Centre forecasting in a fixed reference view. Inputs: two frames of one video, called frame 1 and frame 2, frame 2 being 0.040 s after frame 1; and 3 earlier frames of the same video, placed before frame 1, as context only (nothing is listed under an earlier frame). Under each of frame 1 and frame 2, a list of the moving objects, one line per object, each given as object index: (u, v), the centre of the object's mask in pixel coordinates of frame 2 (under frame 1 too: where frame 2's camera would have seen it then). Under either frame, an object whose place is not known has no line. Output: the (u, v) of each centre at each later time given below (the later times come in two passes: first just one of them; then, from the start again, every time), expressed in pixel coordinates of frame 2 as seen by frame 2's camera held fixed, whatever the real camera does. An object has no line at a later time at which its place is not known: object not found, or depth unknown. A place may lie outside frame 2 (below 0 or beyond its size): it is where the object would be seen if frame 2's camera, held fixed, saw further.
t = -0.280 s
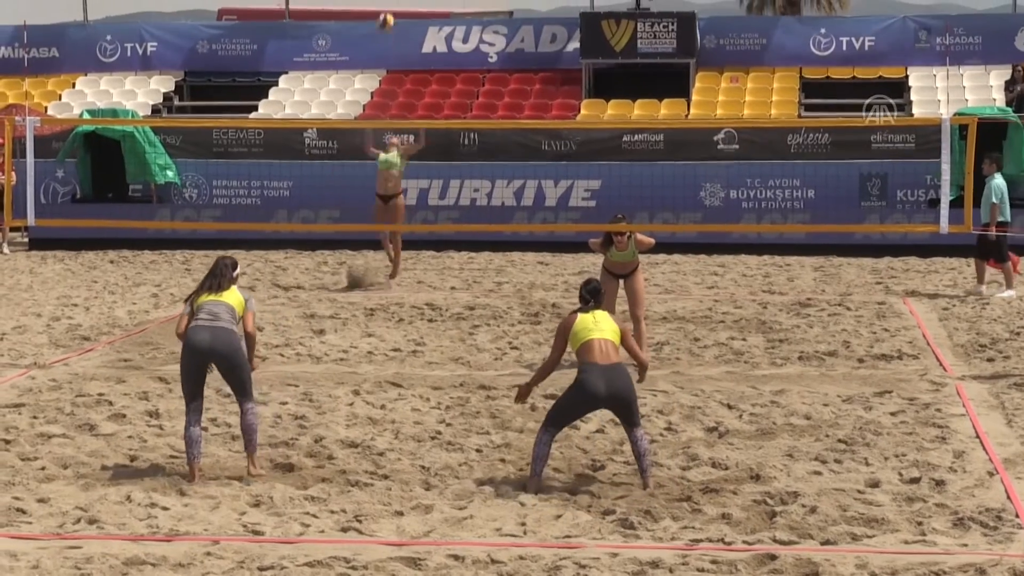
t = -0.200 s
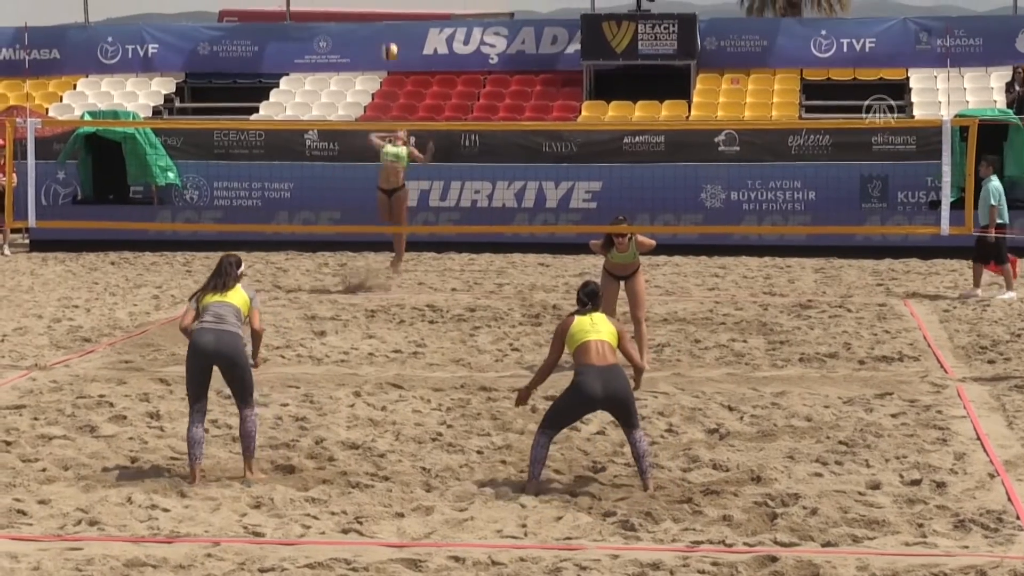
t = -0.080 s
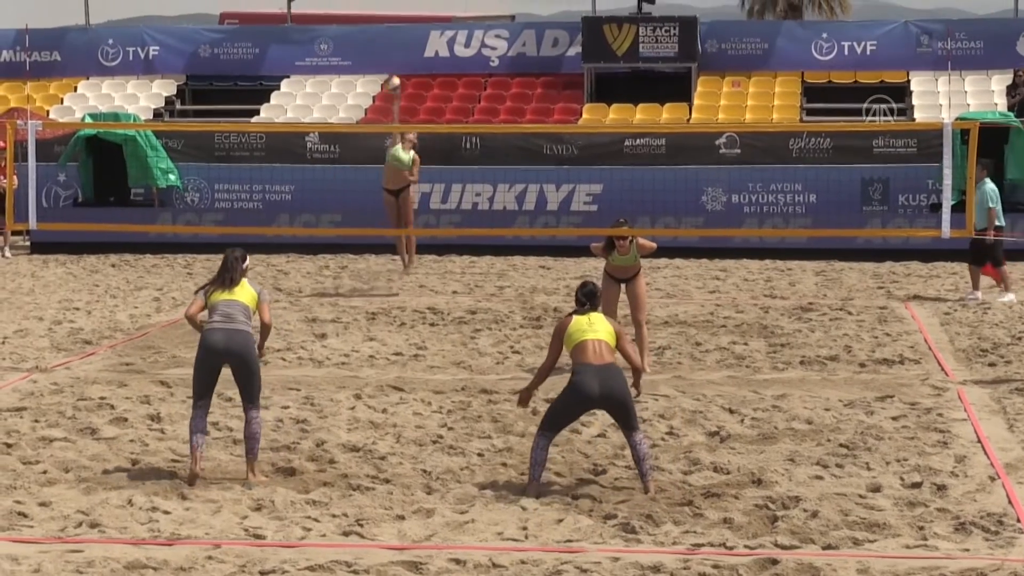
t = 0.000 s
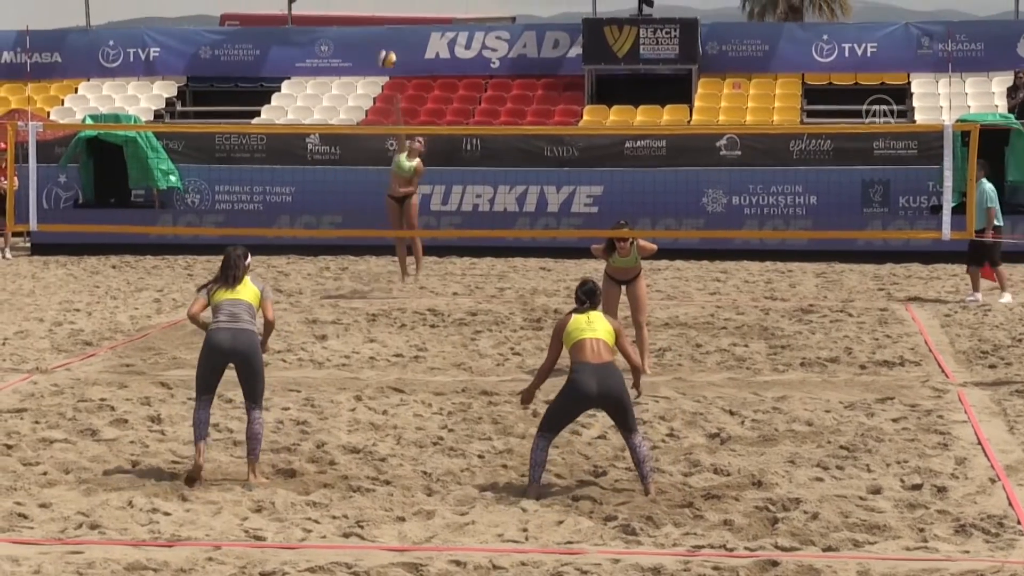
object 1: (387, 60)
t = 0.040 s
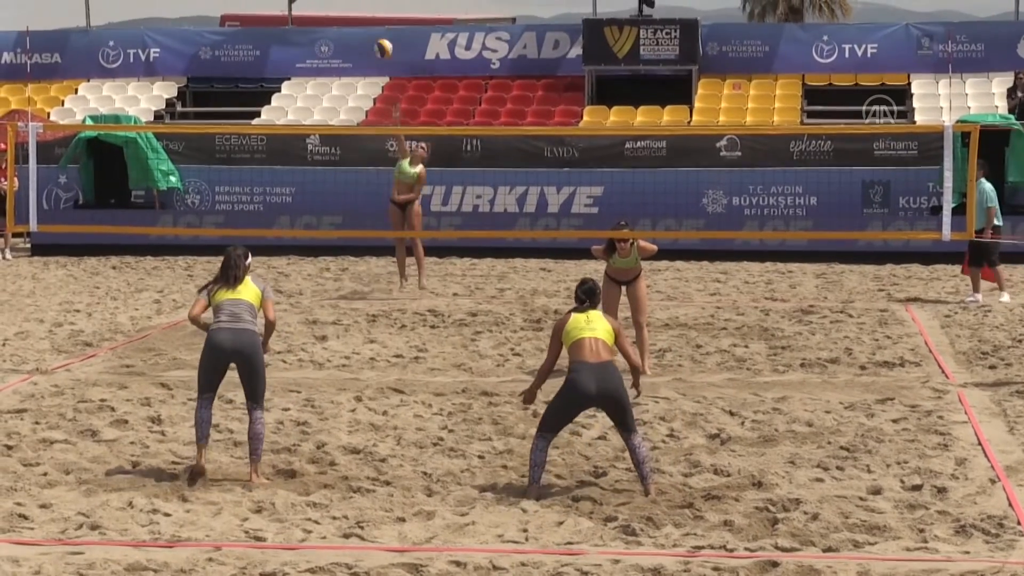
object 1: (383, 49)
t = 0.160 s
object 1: (374, 24)
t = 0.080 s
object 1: (381, 38)
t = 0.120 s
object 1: (376, 30)
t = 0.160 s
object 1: (374, 24)
